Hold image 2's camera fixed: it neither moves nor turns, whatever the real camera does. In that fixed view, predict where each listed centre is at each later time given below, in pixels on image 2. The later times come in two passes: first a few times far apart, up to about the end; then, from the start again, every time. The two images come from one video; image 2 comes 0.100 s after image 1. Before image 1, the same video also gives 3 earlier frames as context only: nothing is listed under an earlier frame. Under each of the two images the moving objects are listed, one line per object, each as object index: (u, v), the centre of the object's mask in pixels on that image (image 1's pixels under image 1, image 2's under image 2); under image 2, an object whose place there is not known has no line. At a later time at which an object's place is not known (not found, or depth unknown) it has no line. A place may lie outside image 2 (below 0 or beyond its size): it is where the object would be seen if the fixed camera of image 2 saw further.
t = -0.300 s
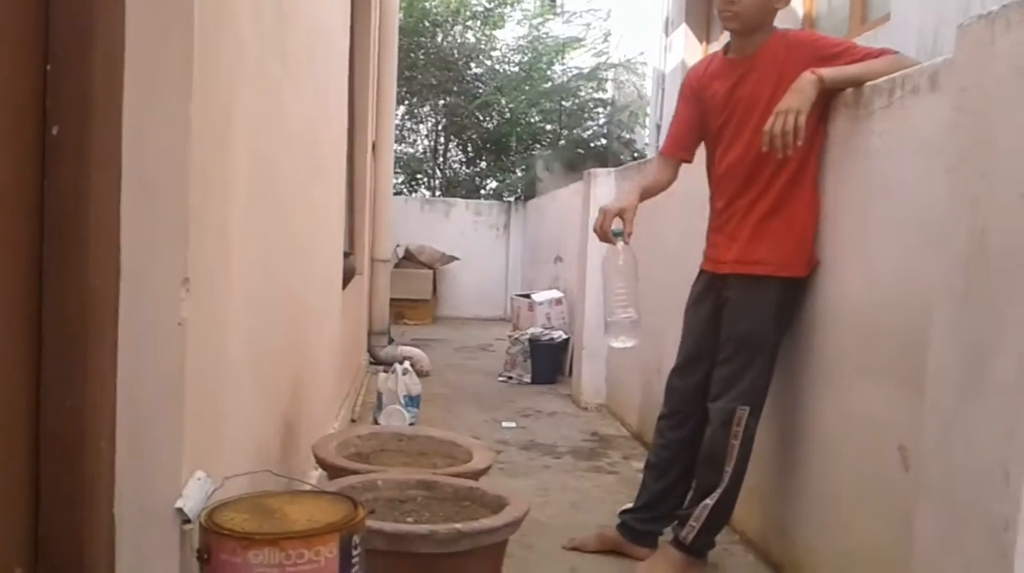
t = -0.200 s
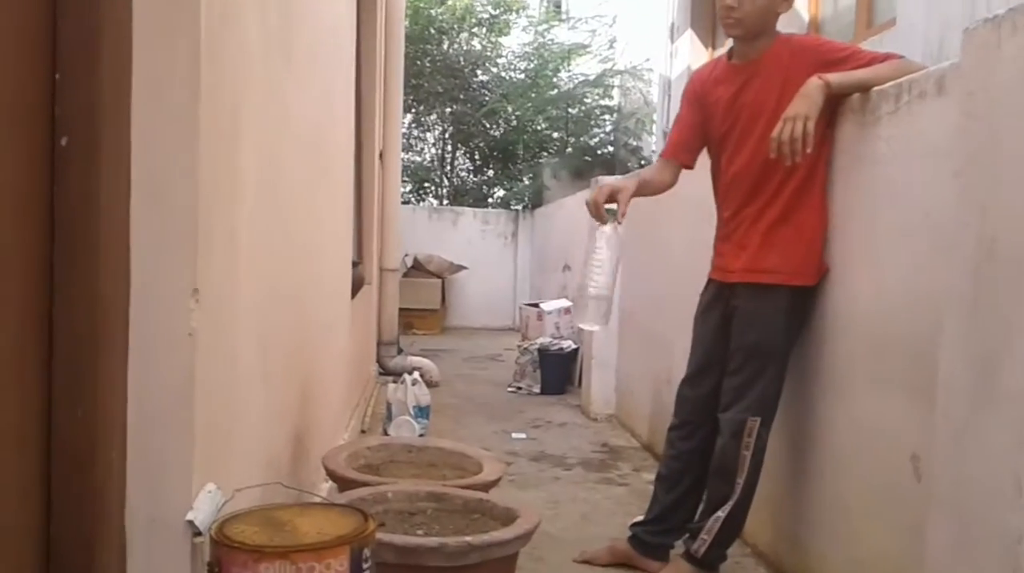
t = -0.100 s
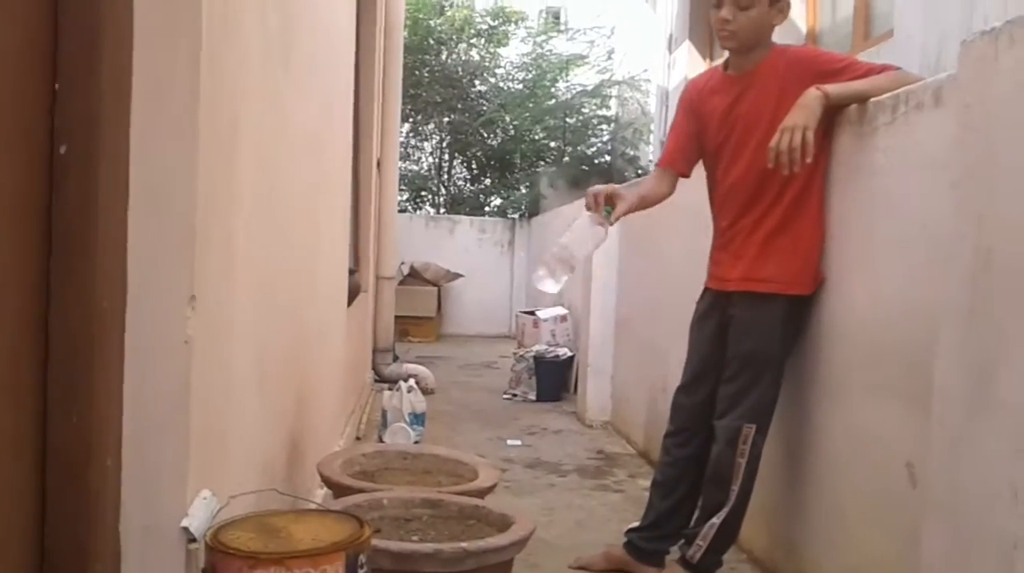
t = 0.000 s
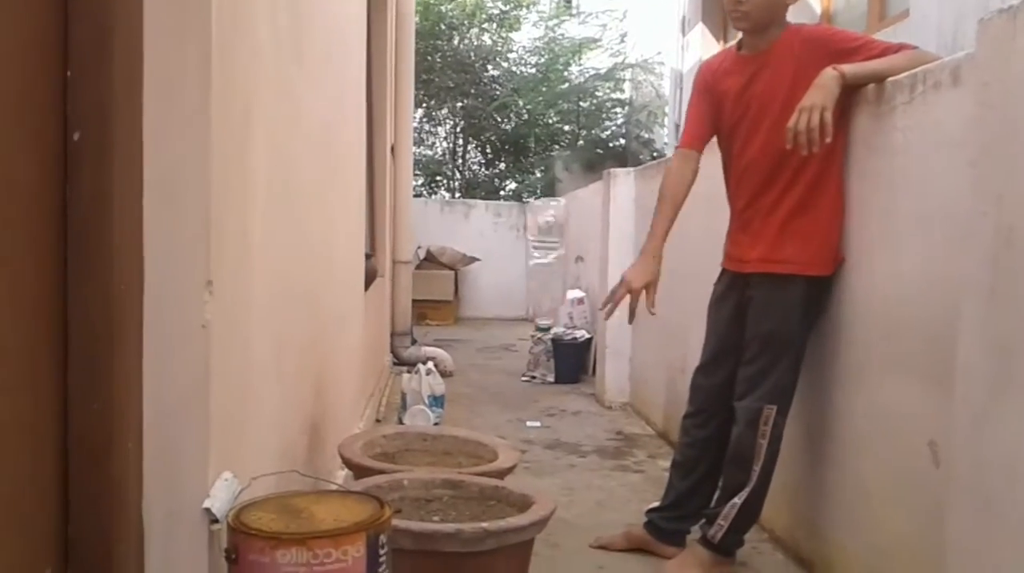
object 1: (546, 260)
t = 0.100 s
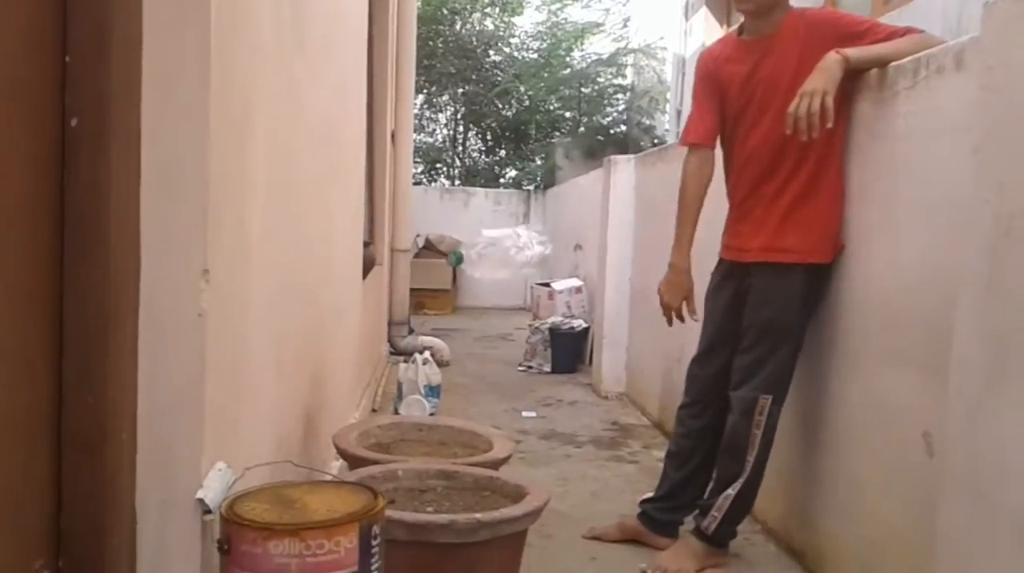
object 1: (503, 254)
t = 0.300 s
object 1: (453, 446)
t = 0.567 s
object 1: (455, 449)
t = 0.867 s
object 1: (453, 443)
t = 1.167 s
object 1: (454, 444)
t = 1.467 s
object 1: (454, 444)
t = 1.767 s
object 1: (454, 443)
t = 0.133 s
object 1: (496, 273)
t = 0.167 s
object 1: (489, 300)
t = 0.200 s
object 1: (480, 336)
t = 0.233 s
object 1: (471, 380)
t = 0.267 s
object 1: (460, 434)
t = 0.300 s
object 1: (453, 446)
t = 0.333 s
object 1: (451, 446)
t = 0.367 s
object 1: (451, 447)
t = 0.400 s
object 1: (453, 448)
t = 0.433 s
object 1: (454, 448)
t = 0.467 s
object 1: (454, 448)
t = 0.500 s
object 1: (455, 448)
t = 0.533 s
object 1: (455, 449)
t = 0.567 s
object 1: (455, 449)
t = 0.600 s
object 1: (455, 449)
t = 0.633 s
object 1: (455, 449)
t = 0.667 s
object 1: (455, 448)
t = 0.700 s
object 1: (454, 447)
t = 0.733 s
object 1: (454, 445)
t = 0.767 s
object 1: (454, 445)
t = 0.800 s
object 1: (451, 442)
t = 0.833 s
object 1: (450, 442)
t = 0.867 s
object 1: (453, 443)
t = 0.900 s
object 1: (454, 443)
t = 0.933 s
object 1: (454, 444)
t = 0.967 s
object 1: (454, 444)
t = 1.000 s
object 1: (454, 444)
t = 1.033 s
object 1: (454, 444)
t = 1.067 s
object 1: (454, 443)
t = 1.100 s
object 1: (454, 444)
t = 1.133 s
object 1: (454, 444)
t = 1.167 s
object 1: (454, 444)
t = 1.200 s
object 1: (454, 444)
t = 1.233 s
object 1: (454, 444)
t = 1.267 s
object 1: (454, 443)
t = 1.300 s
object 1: (454, 443)
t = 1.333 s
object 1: (454, 443)
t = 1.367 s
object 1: (454, 444)
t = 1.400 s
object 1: (454, 444)
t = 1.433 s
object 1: (454, 444)
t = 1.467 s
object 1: (454, 444)
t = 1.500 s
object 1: (454, 443)
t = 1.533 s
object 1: (454, 443)
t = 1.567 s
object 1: (454, 444)
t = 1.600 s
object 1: (453, 444)
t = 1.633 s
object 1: (453, 443)
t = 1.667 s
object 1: (454, 443)
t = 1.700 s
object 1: (454, 444)
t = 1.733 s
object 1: (454, 443)
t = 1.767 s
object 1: (454, 443)
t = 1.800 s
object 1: (454, 443)
